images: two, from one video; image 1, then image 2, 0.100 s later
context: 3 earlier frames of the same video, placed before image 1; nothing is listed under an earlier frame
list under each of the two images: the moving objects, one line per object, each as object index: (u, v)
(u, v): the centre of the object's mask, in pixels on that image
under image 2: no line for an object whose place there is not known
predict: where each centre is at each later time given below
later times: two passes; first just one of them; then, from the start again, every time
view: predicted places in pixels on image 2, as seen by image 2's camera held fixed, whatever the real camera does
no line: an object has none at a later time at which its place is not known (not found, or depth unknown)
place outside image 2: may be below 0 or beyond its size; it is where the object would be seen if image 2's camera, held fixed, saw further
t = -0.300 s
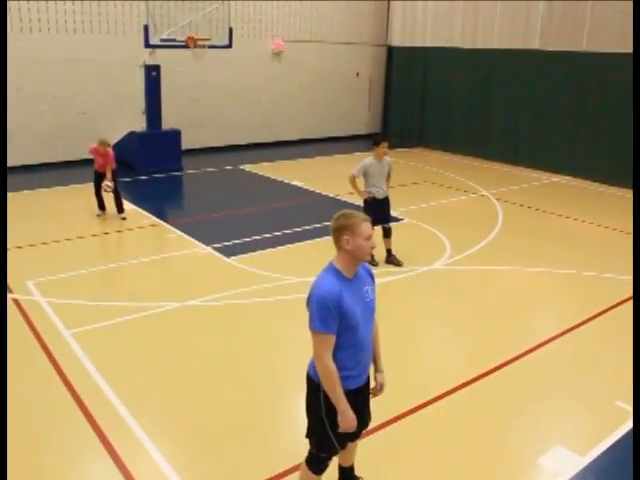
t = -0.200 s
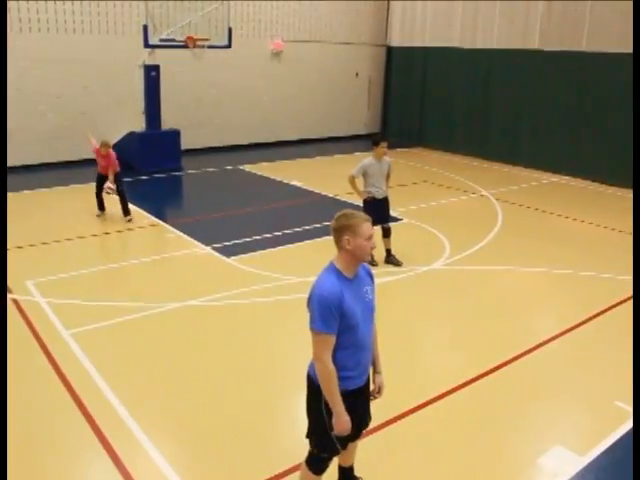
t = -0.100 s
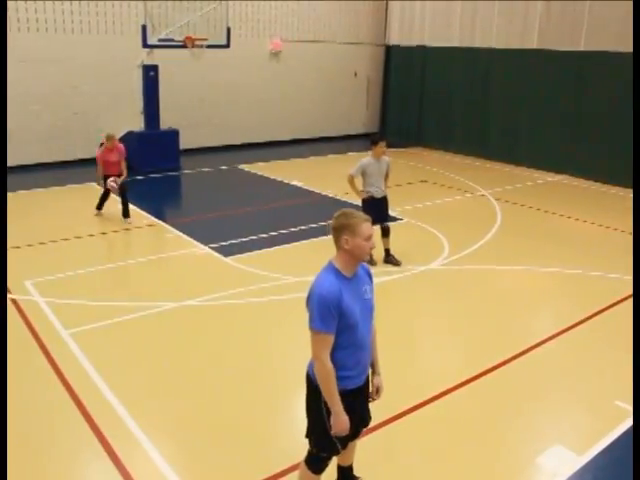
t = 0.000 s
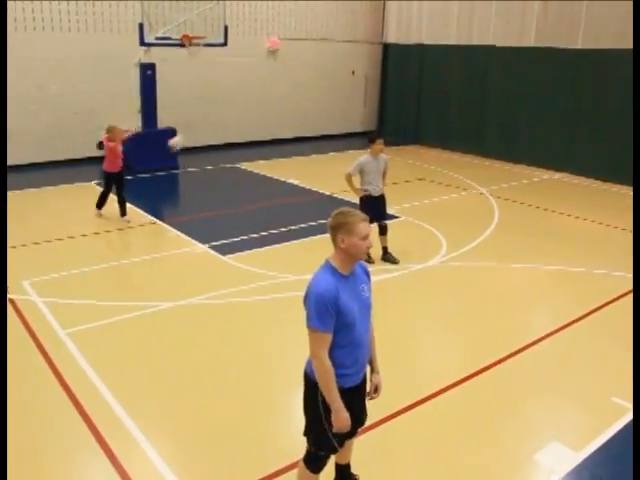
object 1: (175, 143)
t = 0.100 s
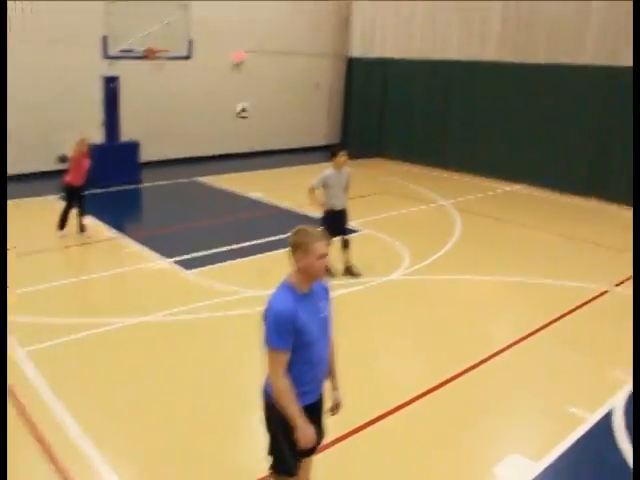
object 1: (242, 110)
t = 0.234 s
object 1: (415, 66)
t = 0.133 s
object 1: (281, 96)
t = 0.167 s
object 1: (324, 84)
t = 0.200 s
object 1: (368, 74)
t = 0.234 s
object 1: (415, 66)
